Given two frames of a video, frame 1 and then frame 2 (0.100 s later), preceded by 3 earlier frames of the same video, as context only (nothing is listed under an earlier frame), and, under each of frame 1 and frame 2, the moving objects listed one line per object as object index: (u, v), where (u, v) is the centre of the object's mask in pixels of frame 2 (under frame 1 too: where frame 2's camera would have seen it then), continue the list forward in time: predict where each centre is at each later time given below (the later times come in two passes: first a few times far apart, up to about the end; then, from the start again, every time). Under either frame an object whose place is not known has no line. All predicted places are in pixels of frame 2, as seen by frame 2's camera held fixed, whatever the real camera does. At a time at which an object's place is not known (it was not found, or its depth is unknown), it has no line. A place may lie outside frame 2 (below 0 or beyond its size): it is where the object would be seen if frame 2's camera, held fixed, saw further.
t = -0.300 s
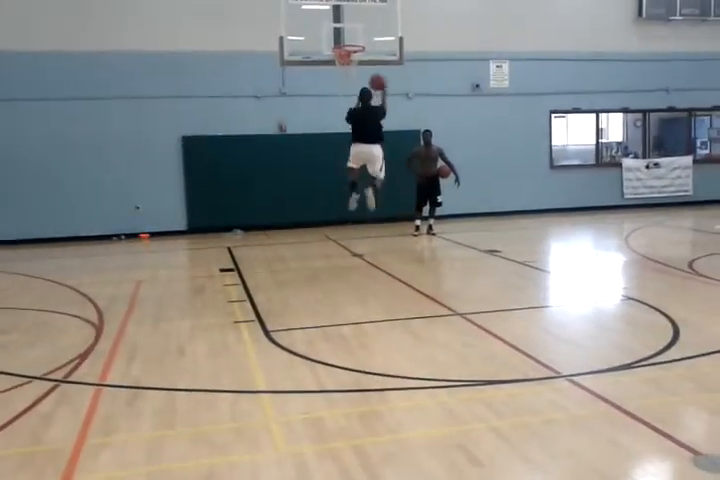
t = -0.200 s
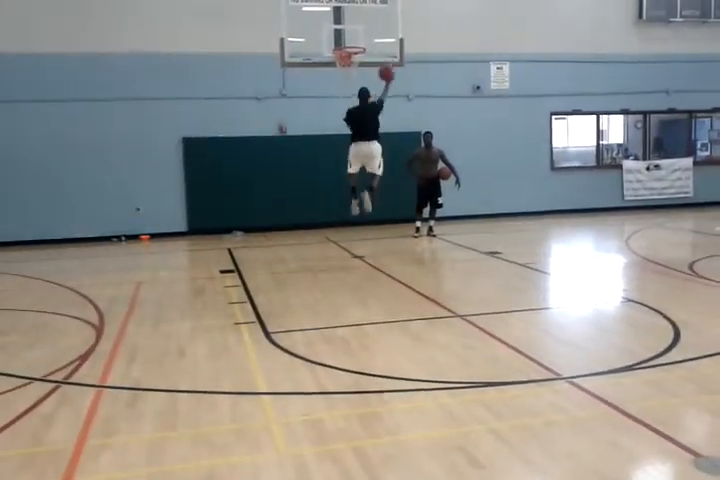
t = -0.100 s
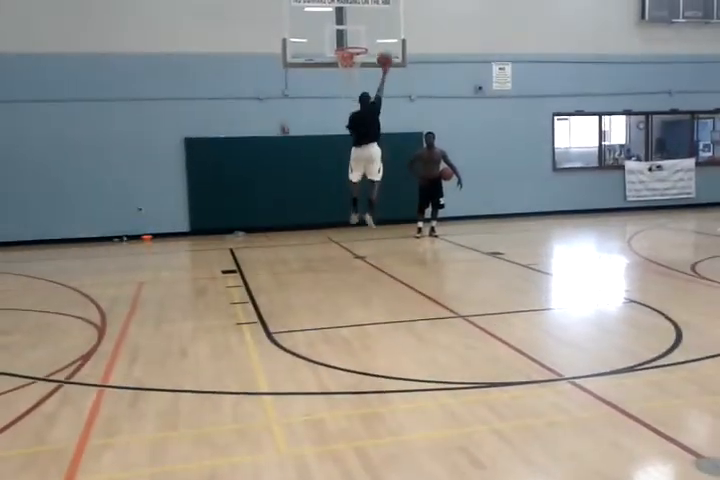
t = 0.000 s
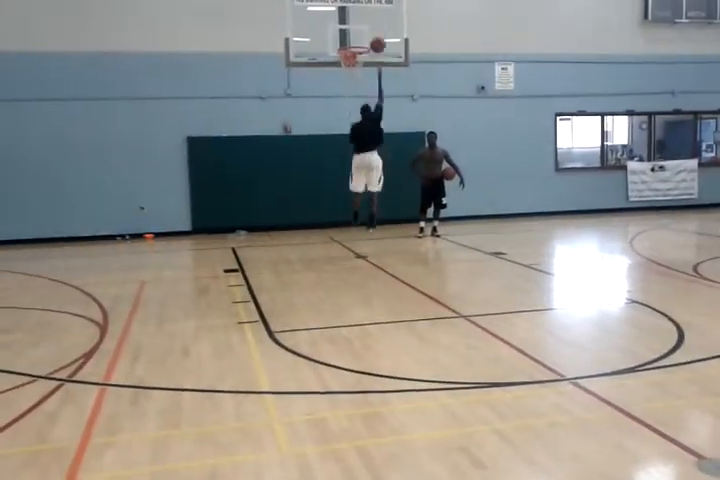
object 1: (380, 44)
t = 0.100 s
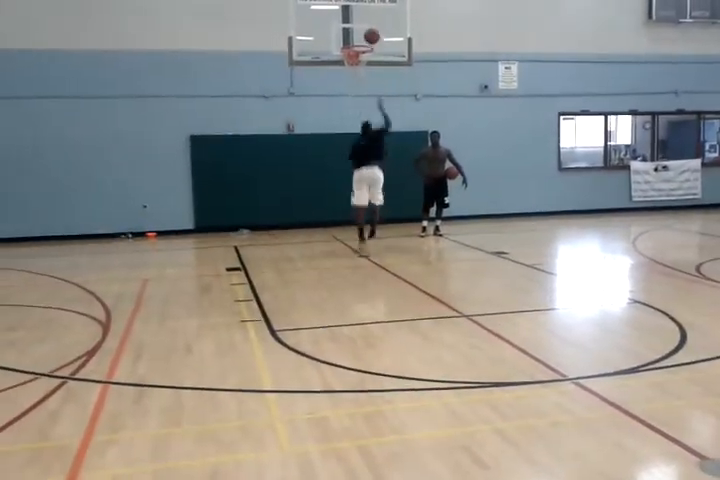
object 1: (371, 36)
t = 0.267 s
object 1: (363, 36)
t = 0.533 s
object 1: (356, 69)
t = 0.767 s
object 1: (356, 112)
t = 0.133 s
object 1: (369, 34)
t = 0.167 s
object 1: (368, 33)
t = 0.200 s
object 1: (367, 33)
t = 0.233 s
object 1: (364, 34)
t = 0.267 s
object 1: (363, 36)
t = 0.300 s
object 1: (362, 38)
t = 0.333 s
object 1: (360, 41)
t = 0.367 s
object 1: (359, 46)
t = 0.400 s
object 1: (359, 50)
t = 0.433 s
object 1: (357, 57)
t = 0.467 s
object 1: (356, 61)
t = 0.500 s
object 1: (355, 66)
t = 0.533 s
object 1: (356, 69)
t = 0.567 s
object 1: (356, 72)
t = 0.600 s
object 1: (356, 76)
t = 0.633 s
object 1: (355, 82)
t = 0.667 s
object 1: (356, 88)
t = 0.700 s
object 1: (355, 96)
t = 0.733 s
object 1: (355, 104)
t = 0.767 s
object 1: (356, 112)
